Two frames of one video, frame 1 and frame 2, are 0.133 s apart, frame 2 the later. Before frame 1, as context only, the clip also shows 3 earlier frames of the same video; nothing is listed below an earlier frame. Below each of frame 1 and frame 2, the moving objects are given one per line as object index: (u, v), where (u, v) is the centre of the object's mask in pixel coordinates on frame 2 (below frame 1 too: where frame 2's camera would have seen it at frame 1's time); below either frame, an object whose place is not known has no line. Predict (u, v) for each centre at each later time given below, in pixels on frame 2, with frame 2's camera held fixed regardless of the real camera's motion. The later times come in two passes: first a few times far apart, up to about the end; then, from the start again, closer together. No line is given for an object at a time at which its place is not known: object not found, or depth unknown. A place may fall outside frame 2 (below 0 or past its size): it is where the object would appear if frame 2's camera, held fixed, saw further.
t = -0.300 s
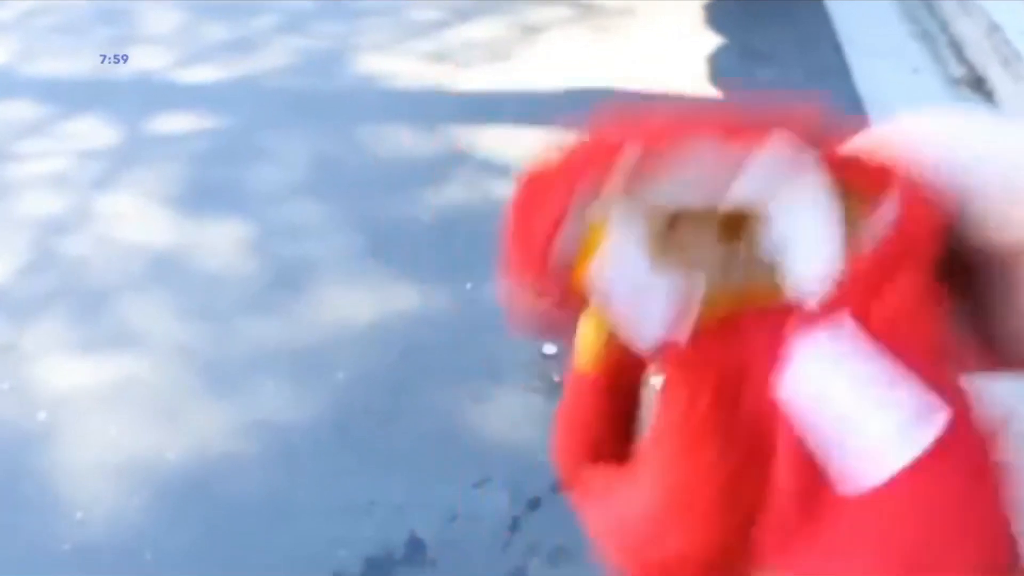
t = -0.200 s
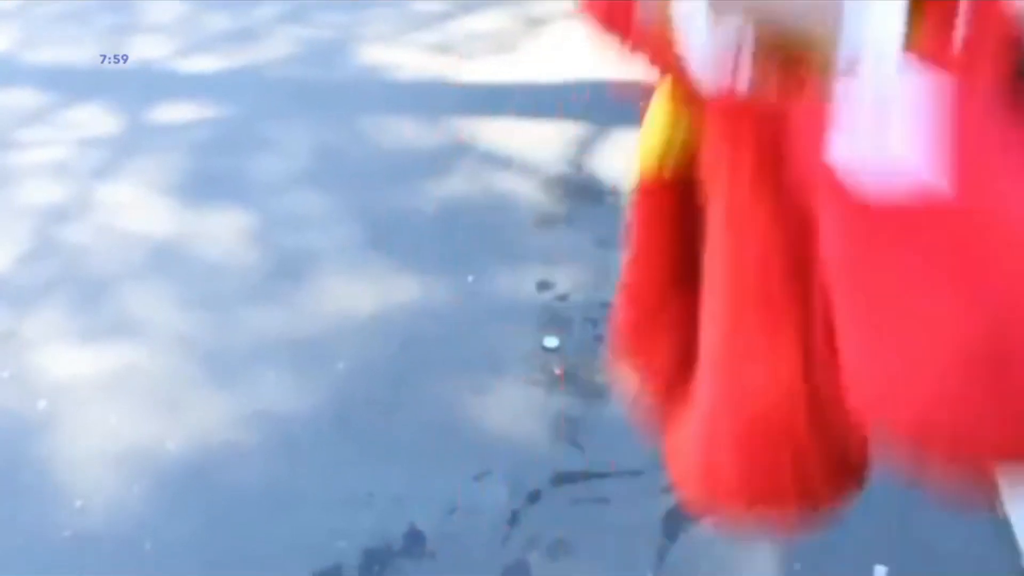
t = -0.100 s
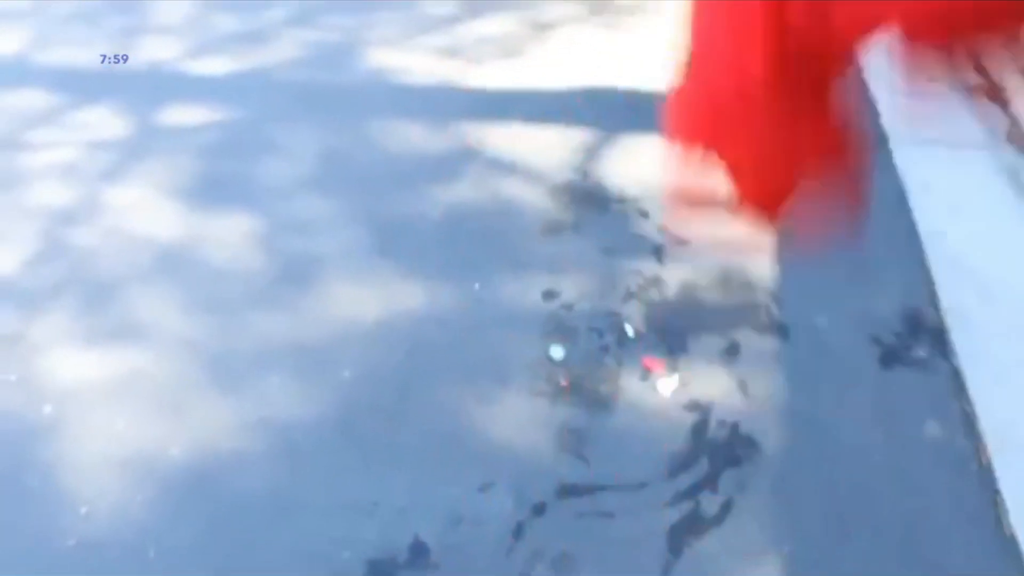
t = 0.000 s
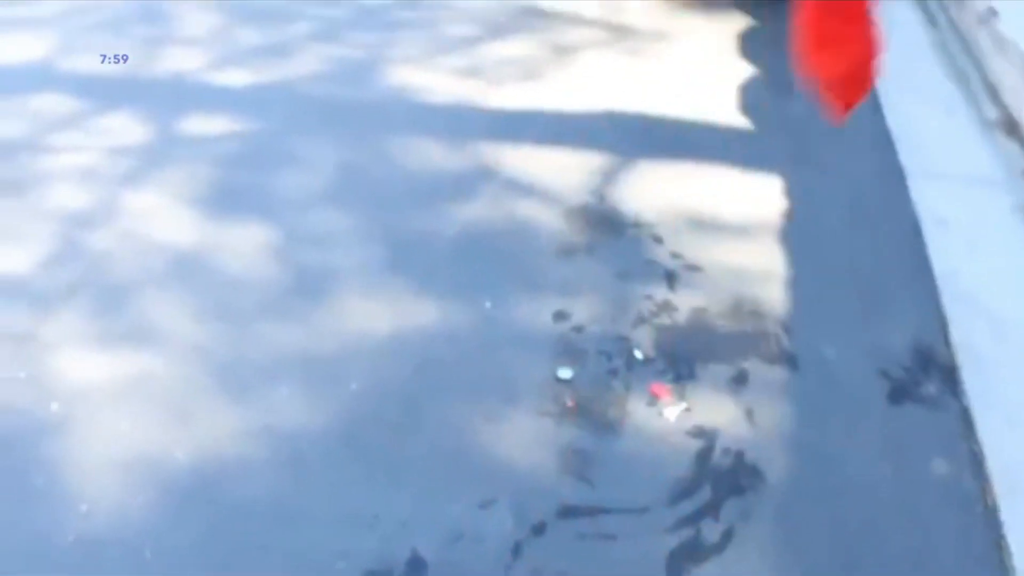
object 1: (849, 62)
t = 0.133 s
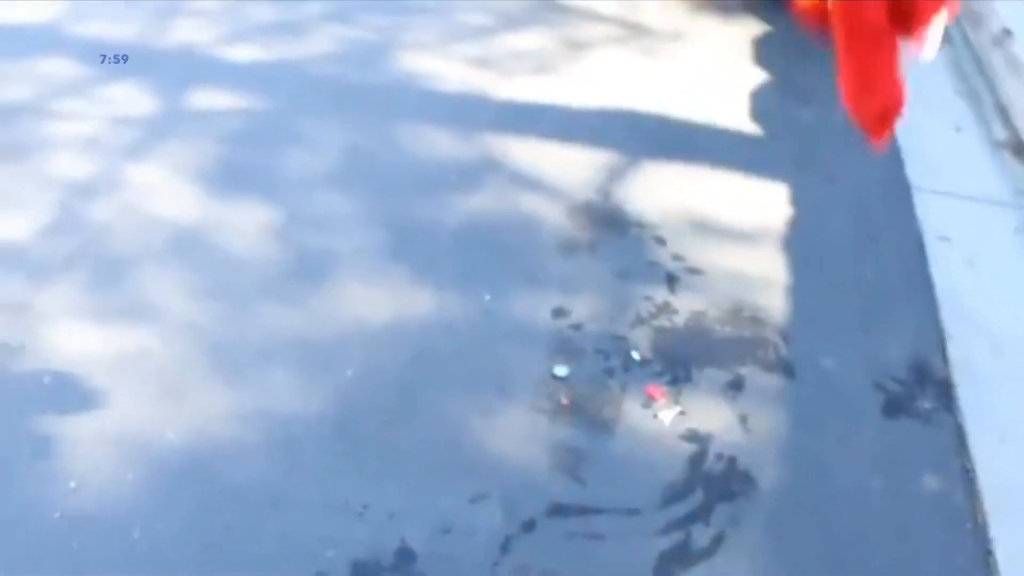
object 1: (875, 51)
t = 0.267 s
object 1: (768, 131)
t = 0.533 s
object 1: (680, 435)
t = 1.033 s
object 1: (671, 414)
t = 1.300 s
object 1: (671, 414)
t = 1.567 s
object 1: (671, 414)
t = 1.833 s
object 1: (670, 414)
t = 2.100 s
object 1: (670, 413)
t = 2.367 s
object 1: (669, 413)
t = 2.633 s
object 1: (670, 413)
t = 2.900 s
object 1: (667, 413)
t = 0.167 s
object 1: (861, 58)
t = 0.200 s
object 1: (820, 66)
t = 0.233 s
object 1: (790, 94)
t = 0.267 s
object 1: (768, 131)
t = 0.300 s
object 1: (741, 161)
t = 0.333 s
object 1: (721, 235)
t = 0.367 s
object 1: (704, 286)
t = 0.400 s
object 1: (692, 344)
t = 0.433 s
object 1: (686, 395)
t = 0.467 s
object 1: (676, 438)
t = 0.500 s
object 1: (680, 448)
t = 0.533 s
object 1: (680, 435)
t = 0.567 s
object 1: (679, 426)
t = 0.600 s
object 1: (680, 421)
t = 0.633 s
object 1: (678, 419)
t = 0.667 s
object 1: (677, 414)
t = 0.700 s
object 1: (674, 411)
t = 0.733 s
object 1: (670, 410)
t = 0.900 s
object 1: (670, 414)
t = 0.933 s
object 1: (670, 414)
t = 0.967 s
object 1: (670, 414)
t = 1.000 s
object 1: (670, 414)
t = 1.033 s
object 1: (671, 414)
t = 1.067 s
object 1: (670, 413)
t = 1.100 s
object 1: (670, 413)
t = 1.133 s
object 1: (670, 414)
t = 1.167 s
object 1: (670, 414)
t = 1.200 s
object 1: (670, 413)
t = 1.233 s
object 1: (670, 413)
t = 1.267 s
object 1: (670, 414)
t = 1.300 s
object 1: (671, 414)
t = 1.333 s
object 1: (671, 415)
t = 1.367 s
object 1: (670, 414)
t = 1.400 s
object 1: (670, 414)
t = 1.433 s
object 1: (670, 414)
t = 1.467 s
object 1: (670, 414)
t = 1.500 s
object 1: (670, 414)
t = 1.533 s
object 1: (670, 414)
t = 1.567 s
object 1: (671, 414)
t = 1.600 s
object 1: (670, 414)
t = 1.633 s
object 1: (670, 414)
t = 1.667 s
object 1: (670, 414)
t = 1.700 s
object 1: (670, 414)
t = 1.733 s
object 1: (670, 414)
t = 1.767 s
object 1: (670, 413)
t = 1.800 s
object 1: (670, 414)
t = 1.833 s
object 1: (670, 414)
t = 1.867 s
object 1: (669, 413)
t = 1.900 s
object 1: (669, 413)
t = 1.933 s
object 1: (670, 413)
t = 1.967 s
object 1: (670, 414)
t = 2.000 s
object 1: (670, 414)
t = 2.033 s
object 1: (670, 414)
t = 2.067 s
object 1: (670, 413)
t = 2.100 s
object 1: (670, 413)
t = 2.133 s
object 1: (670, 413)
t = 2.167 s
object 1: (669, 413)
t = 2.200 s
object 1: (669, 413)
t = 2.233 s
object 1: (669, 413)
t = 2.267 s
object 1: (669, 413)
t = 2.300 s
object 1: (669, 413)
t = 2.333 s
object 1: (670, 414)
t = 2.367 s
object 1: (669, 413)
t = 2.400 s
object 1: (669, 413)
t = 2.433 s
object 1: (669, 412)
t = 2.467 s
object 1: (670, 413)
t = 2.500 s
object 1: (669, 413)
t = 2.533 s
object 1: (669, 413)
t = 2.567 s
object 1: (669, 413)
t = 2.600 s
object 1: (670, 413)
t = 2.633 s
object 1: (670, 413)
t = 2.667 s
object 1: (671, 413)
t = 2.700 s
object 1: (670, 413)
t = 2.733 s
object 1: (670, 413)
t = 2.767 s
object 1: (670, 413)
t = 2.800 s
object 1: (670, 415)
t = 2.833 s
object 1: (668, 414)
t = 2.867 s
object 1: (669, 415)
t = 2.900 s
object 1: (667, 413)
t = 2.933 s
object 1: (669, 415)
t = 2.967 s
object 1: (669, 414)
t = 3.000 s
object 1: (667, 413)
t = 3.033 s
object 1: (668, 415)
